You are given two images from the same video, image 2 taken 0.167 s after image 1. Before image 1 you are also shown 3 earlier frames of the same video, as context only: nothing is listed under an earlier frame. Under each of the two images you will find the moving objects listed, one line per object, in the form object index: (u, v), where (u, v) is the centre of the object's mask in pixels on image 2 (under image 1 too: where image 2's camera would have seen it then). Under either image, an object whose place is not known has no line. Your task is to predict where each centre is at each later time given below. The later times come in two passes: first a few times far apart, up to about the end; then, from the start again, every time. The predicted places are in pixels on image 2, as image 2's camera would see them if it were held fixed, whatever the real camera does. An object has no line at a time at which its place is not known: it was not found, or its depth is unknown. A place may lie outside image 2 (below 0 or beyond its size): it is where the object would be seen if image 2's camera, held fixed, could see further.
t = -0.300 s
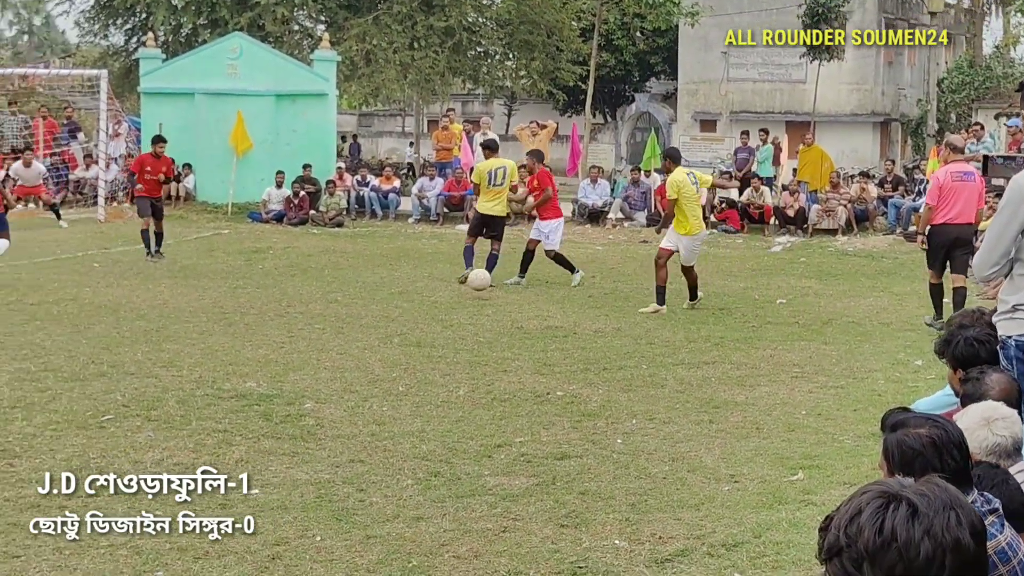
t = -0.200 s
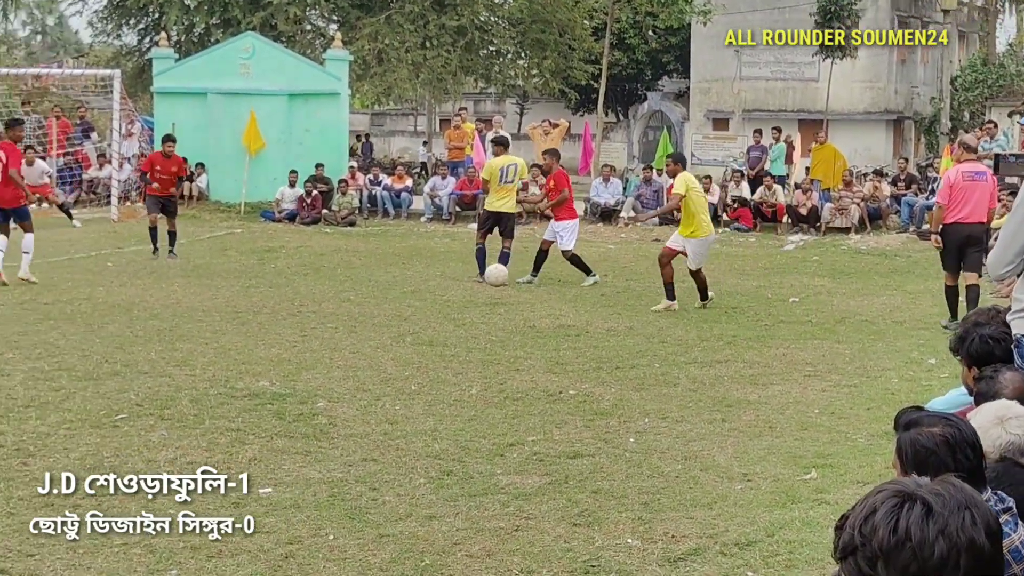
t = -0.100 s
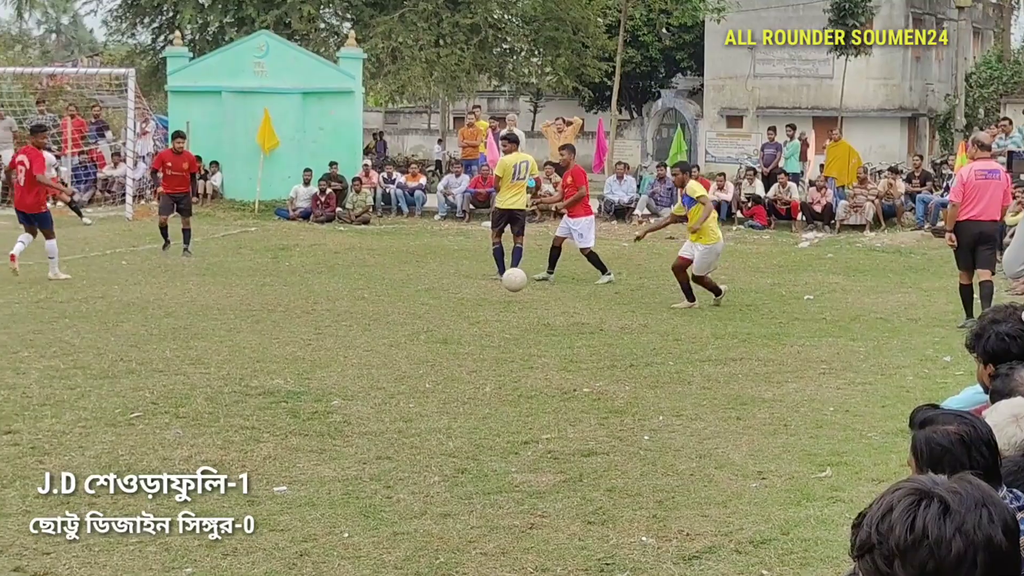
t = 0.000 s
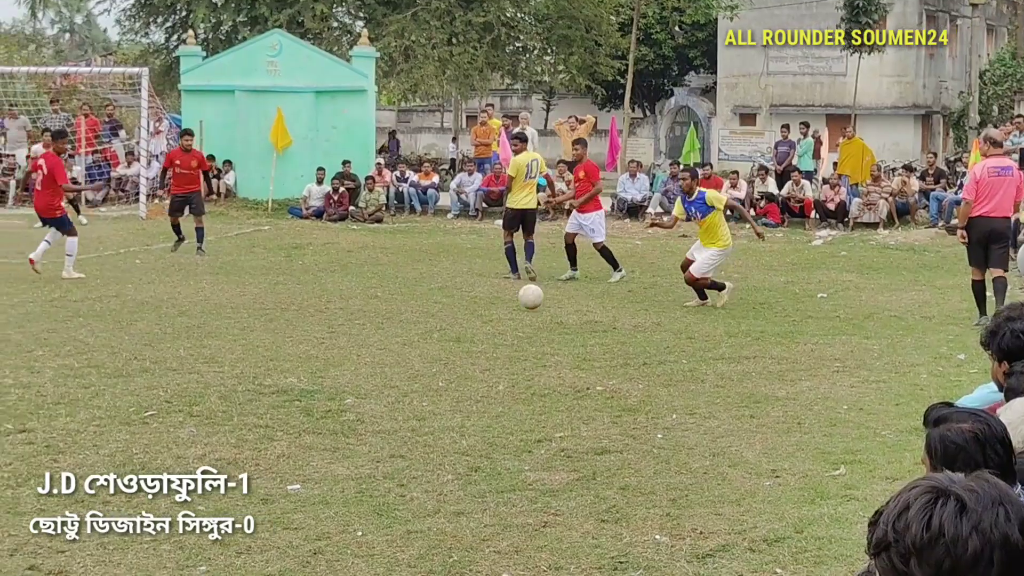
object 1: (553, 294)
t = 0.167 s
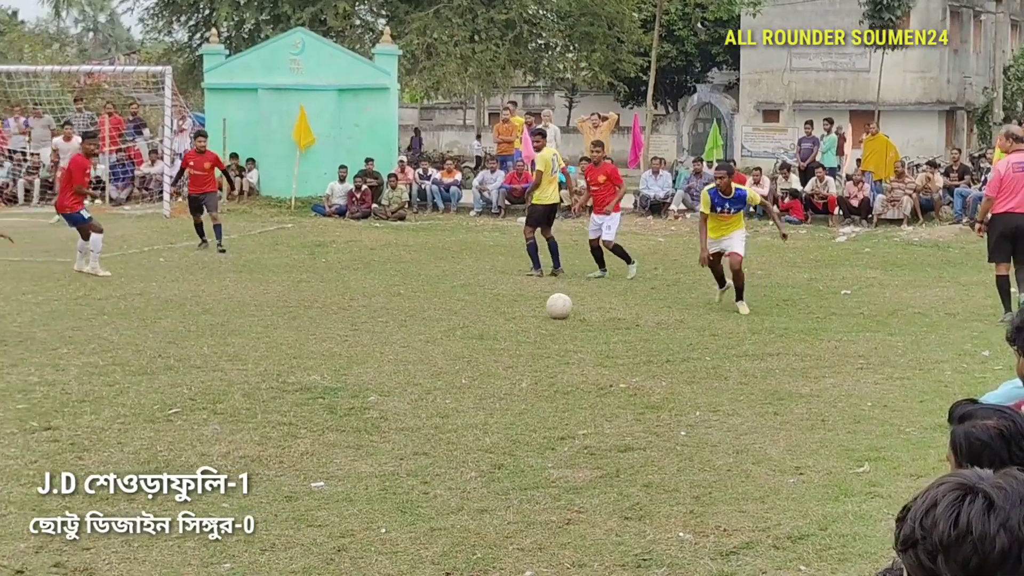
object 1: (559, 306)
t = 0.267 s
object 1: (563, 311)
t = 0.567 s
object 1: (580, 333)
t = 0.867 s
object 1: (603, 355)
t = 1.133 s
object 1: (619, 381)
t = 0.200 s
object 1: (560, 309)
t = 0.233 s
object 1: (562, 310)
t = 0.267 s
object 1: (563, 311)
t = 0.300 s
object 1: (565, 313)
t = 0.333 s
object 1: (567, 317)
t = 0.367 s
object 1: (569, 321)
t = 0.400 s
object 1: (570, 324)
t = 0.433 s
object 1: (572, 326)
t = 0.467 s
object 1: (574, 328)
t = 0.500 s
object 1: (576, 330)
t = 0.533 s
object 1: (578, 332)
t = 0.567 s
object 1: (580, 333)
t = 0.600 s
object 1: (583, 333)
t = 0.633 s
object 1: (585, 336)
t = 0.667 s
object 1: (589, 338)
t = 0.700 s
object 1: (591, 343)
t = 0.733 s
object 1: (593, 347)
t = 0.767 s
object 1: (595, 350)
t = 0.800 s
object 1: (598, 351)
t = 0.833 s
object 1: (600, 352)
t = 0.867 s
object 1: (603, 355)
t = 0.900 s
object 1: (605, 359)
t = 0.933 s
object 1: (607, 363)
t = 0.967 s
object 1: (610, 362)
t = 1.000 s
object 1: (611, 364)
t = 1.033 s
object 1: (614, 367)
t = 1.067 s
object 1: (615, 372)
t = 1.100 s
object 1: (617, 378)
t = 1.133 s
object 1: (619, 381)
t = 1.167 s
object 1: (620, 382)
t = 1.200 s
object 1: (621, 387)
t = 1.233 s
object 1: (622, 391)
